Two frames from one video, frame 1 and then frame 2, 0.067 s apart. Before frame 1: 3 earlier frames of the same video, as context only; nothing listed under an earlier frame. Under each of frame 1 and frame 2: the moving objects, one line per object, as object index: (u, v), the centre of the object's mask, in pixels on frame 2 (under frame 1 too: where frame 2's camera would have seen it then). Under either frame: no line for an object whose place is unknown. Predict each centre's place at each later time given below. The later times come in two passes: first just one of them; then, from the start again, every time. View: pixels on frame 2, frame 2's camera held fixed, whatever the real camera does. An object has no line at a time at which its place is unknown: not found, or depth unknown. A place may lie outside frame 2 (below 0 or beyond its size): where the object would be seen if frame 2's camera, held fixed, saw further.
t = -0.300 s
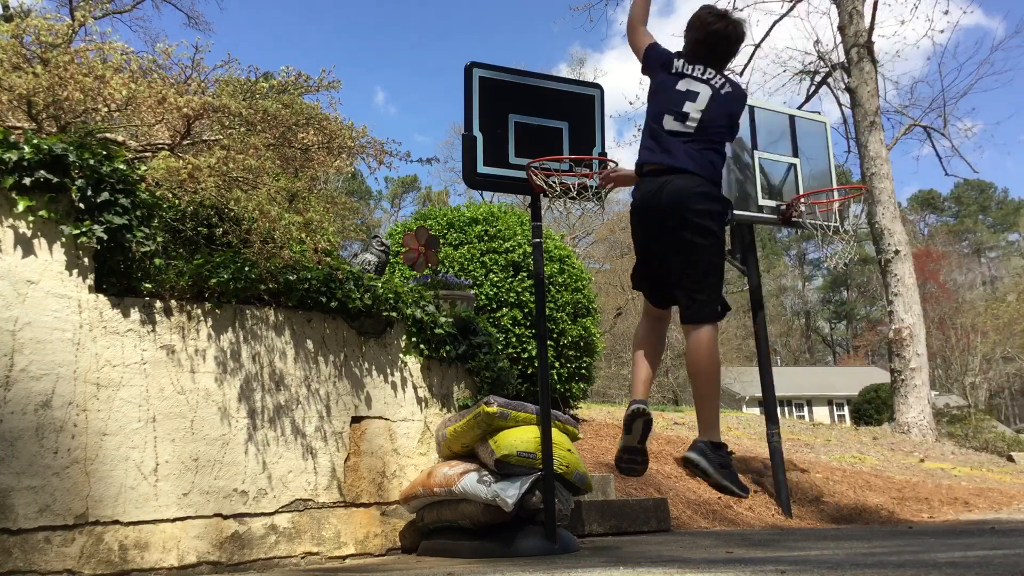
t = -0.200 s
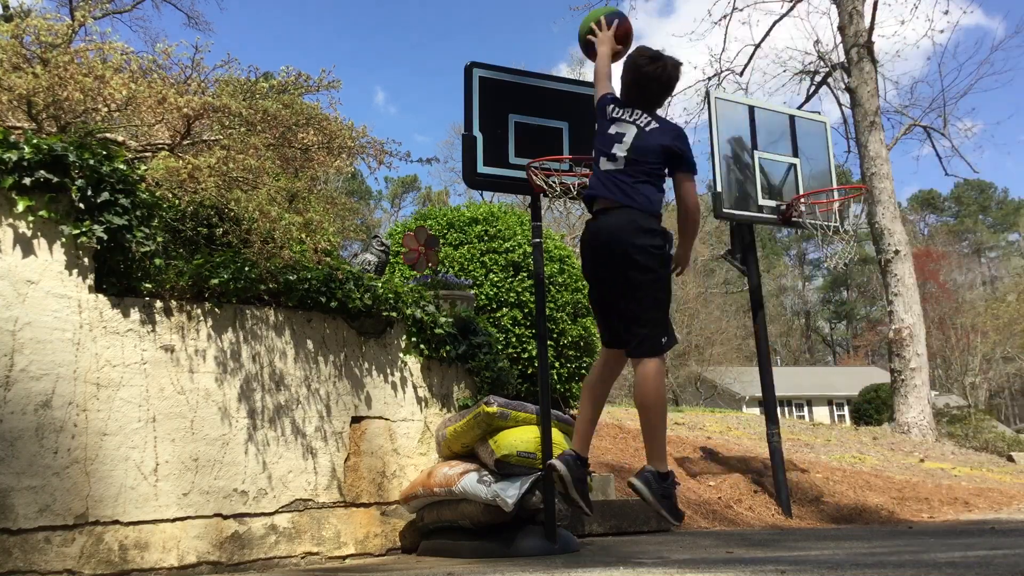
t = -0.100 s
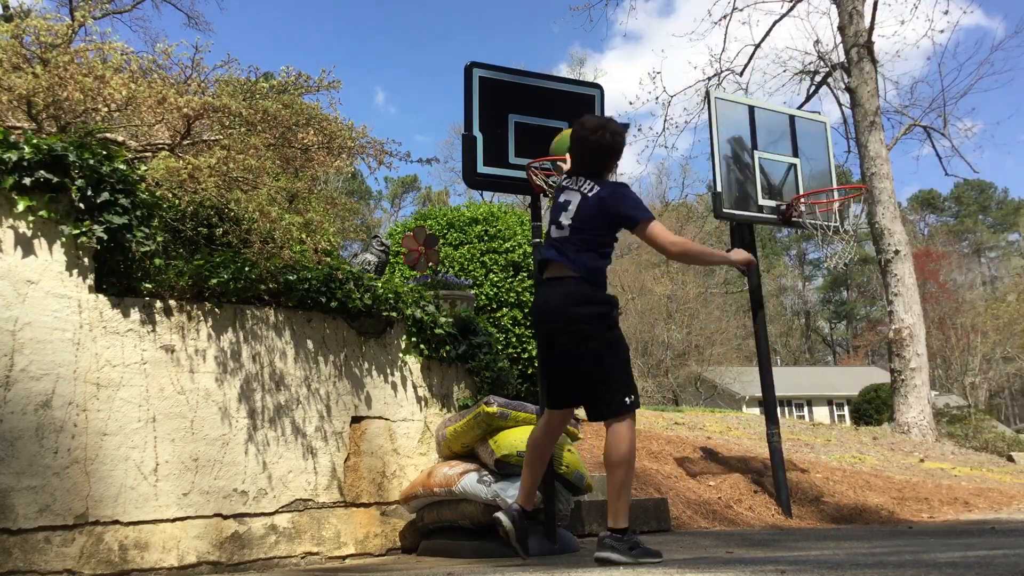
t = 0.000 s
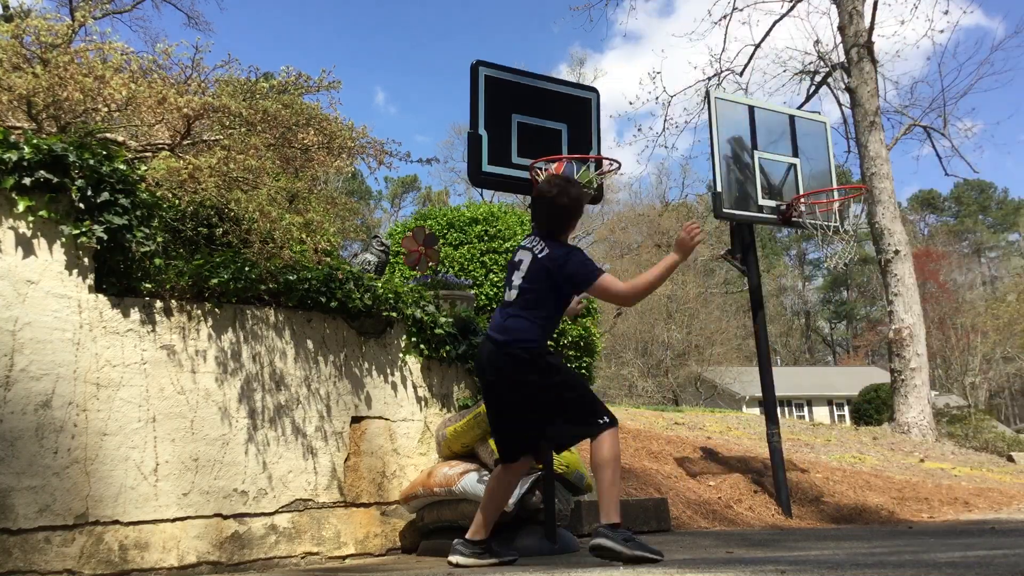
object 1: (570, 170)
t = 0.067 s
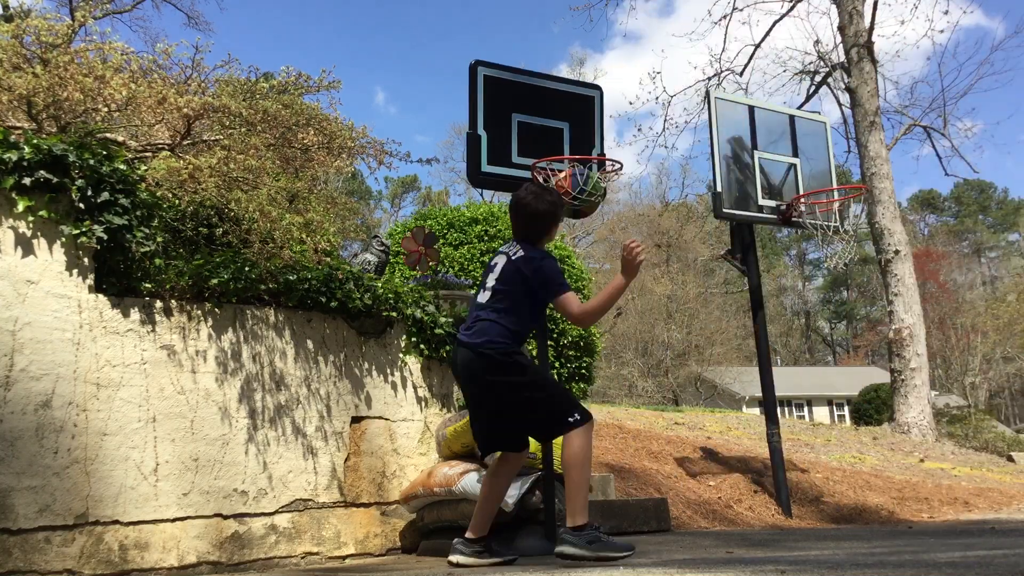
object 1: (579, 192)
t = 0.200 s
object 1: (594, 233)
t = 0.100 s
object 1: (581, 199)
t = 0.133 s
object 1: (585, 208)
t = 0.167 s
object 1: (589, 220)
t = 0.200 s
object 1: (594, 233)
